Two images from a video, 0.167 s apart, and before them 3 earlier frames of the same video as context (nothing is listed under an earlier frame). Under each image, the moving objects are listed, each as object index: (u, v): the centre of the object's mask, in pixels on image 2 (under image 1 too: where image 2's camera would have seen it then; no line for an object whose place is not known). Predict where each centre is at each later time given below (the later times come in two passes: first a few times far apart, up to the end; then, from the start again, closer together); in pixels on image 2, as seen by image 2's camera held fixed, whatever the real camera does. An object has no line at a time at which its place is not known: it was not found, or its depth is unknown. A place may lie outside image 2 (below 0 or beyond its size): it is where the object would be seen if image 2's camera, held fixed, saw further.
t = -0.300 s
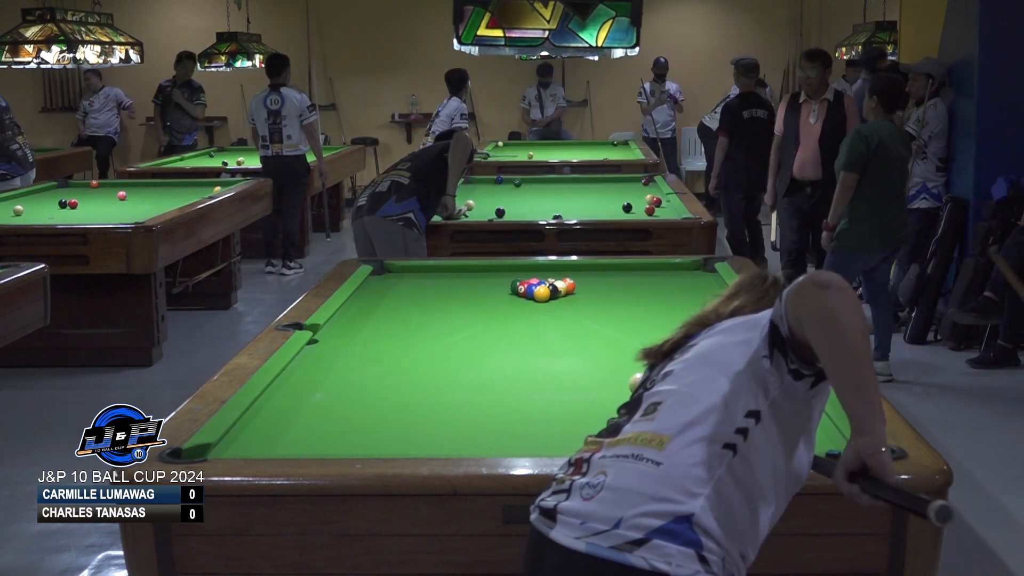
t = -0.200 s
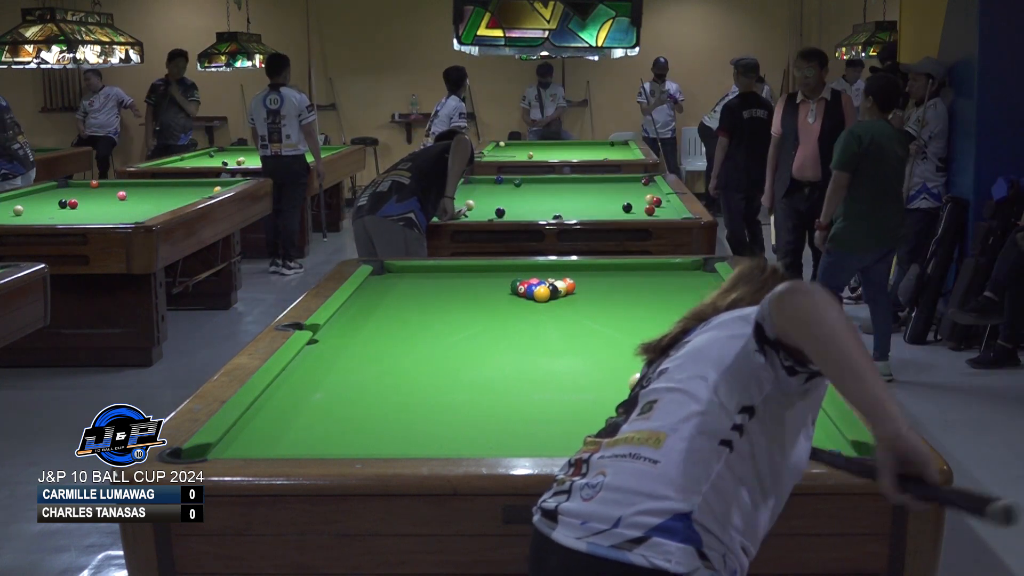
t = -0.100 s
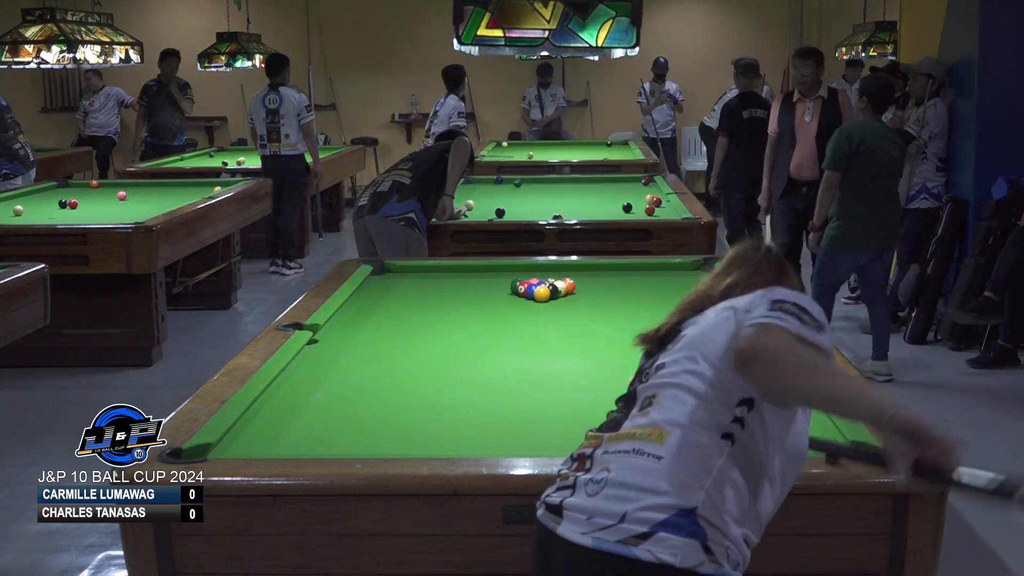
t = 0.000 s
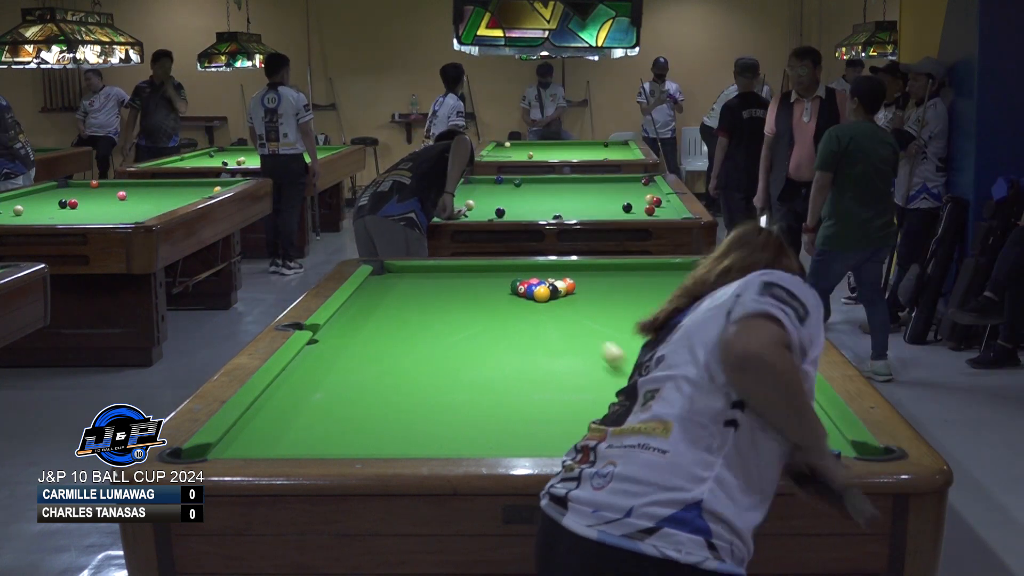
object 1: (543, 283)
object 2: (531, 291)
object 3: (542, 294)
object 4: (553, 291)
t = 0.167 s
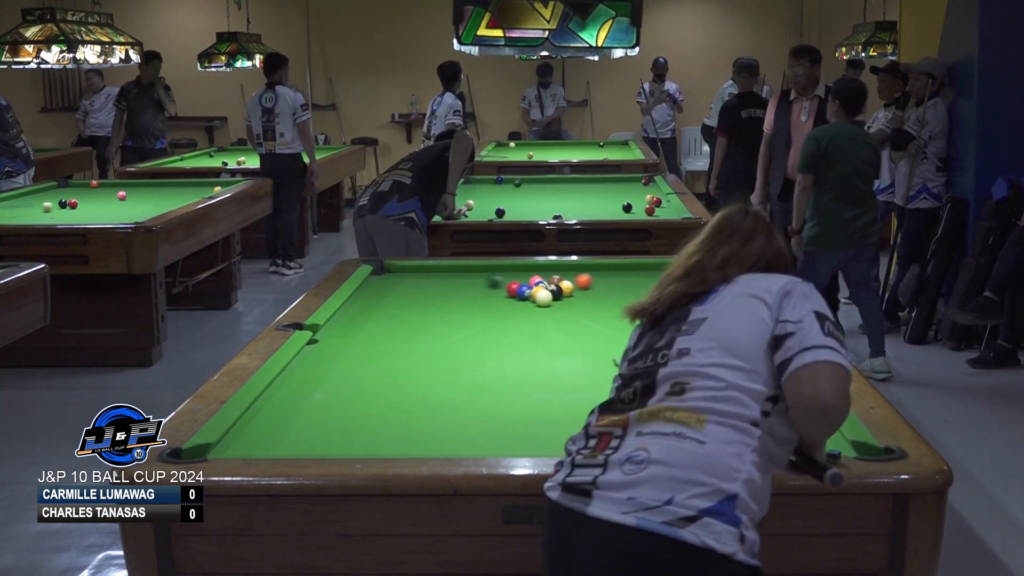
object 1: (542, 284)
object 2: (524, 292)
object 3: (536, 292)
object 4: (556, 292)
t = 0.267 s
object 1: (539, 286)
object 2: (504, 295)
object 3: (531, 295)
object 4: (564, 294)
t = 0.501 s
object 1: (532, 287)
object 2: (460, 300)
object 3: (518, 299)
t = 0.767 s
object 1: (526, 287)
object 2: (411, 305)
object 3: (502, 304)
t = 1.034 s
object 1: (522, 286)
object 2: (359, 312)
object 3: (487, 308)
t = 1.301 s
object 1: (518, 285)
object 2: (357, 316)
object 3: (471, 312)
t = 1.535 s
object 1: (515, 284)
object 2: (375, 318)
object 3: (458, 316)
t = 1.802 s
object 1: (511, 283)
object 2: (395, 321)
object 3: (444, 320)
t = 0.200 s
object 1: (541, 285)
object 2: (517, 293)
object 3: (534, 293)
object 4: (558, 293)
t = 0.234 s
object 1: (541, 285)
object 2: (510, 294)
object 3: (533, 294)
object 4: (561, 294)
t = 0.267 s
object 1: (539, 286)
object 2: (504, 295)
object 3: (531, 295)
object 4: (564, 294)
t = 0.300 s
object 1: (538, 286)
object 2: (498, 295)
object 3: (530, 296)
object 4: (567, 295)
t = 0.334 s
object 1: (537, 286)
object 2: (491, 296)
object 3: (528, 297)
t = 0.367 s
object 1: (536, 287)
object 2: (485, 297)
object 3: (526, 297)
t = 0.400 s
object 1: (535, 287)
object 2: (479, 298)
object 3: (525, 298)
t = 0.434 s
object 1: (534, 287)
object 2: (473, 298)
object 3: (522, 299)
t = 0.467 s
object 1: (533, 287)
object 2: (467, 299)
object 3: (520, 299)
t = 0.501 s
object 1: (532, 287)
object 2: (460, 300)
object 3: (518, 299)
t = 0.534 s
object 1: (531, 287)
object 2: (454, 300)
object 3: (516, 300)
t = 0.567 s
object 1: (530, 287)
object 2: (448, 301)
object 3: (514, 301)
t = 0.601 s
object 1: (530, 287)
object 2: (442, 302)
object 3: (512, 301)
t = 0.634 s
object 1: (529, 287)
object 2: (435, 303)
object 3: (510, 302)
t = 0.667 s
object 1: (528, 287)
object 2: (429, 303)
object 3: (508, 302)
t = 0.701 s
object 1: (527, 287)
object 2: (423, 304)
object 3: (506, 303)
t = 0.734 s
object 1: (527, 287)
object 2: (416, 305)
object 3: (504, 304)
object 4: (601, 304)
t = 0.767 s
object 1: (526, 287)
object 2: (411, 305)
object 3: (502, 304)
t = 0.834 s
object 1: (525, 286)
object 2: (397, 306)
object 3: (498, 305)
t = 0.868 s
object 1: (524, 286)
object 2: (391, 308)
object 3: (496, 306)
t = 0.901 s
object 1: (524, 286)
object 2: (385, 309)
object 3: (494, 306)
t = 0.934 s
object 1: (523, 286)
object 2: (379, 309)
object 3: (493, 307)
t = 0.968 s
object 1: (522, 286)
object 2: (372, 310)
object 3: (491, 307)
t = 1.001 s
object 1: (522, 286)
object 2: (366, 311)
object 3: (489, 308)
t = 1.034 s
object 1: (522, 286)
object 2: (359, 312)
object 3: (487, 308)
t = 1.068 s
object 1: (521, 285)
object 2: (353, 312)
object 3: (485, 309)
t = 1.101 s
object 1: (520, 285)
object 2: (347, 313)
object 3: (483, 309)
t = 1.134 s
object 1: (520, 285)
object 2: (343, 314)
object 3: (481, 310)
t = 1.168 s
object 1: (520, 285)
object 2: (346, 314)
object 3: (479, 310)
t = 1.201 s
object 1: (519, 285)
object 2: (349, 315)
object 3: (477, 311)
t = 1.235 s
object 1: (519, 285)
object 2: (351, 315)
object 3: (475, 311)
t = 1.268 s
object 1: (518, 285)
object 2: (354, 316)
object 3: (473, 312)
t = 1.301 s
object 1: (518, 285)
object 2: (357, 316)
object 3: (471, 312)
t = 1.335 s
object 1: (518, 285)
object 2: (360, 316)
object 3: (470, 313)
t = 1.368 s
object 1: (517, 285)
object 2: (362, 317)
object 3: (468, 313)
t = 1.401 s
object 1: (517, 285)
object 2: (365, 317)
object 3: (466, 314)
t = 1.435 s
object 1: (516, 285)
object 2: (367, 317)
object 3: (464, 314)
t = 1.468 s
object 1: (516, 284)
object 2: (370, 318)
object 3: (462, 315)
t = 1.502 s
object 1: (516, 284)
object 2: (373, 318)
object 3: (460, 316)
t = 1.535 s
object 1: (515, 284)
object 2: (375, 318)
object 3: (458, 316)
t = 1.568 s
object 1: (515, 284)
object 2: (378, 319)
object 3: (456, 316)
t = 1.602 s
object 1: (515, 284)
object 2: (381, 319)
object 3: (455, 317)
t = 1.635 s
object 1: (515, 284)
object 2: (383, 320)
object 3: (453, 317)
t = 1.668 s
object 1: (514, 284)
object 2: (386, 320)
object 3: (451, 318)
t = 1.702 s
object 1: (513, 284)
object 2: (388, 320)
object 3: (449, 318)
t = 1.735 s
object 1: (512, 283)
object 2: (390, 321)
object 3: (447, 319)
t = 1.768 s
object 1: (512, 283)
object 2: (393, 321)
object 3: (446, 319)
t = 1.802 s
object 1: (511, 283)
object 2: (395, 321)
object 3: (444, 320)
